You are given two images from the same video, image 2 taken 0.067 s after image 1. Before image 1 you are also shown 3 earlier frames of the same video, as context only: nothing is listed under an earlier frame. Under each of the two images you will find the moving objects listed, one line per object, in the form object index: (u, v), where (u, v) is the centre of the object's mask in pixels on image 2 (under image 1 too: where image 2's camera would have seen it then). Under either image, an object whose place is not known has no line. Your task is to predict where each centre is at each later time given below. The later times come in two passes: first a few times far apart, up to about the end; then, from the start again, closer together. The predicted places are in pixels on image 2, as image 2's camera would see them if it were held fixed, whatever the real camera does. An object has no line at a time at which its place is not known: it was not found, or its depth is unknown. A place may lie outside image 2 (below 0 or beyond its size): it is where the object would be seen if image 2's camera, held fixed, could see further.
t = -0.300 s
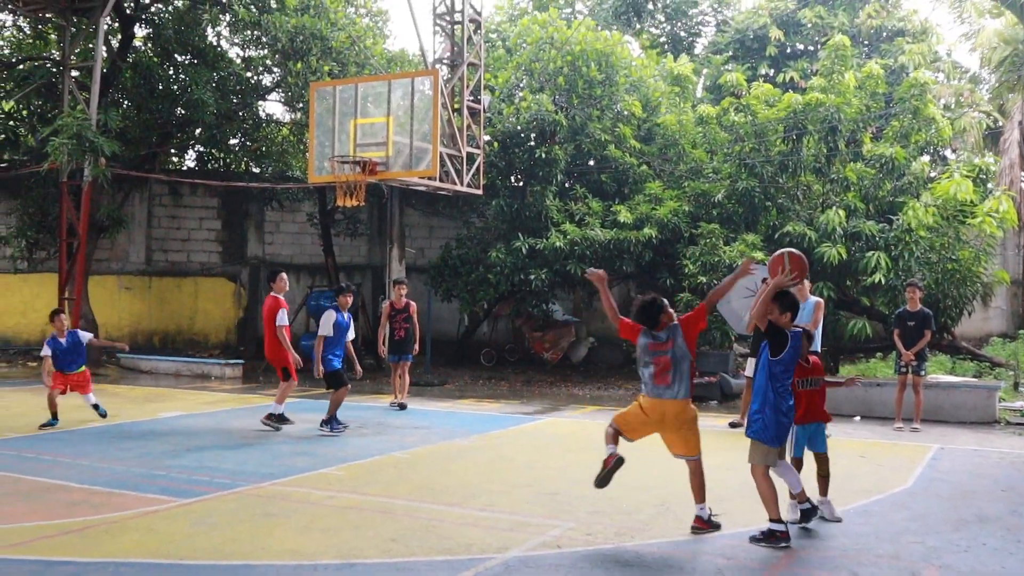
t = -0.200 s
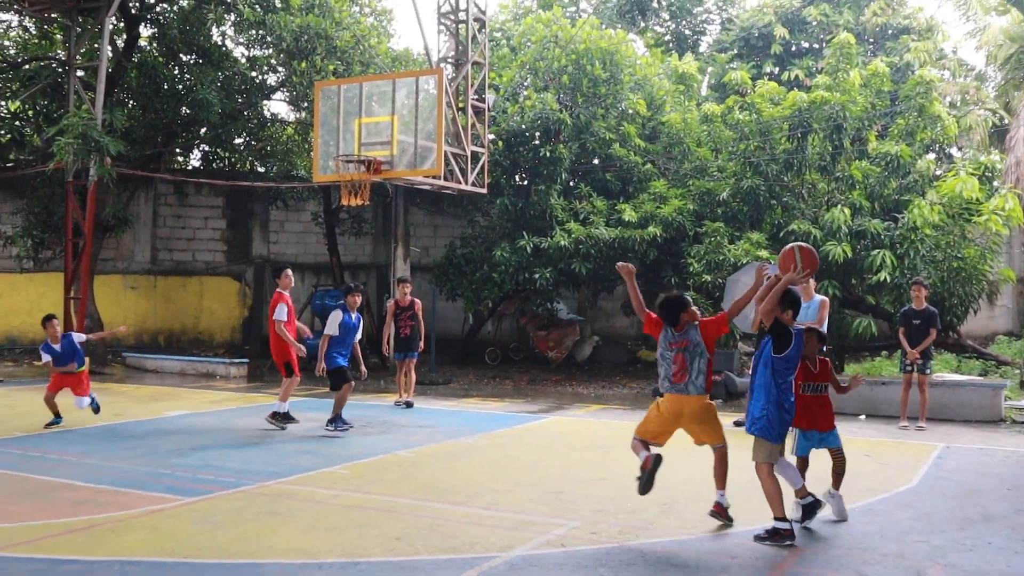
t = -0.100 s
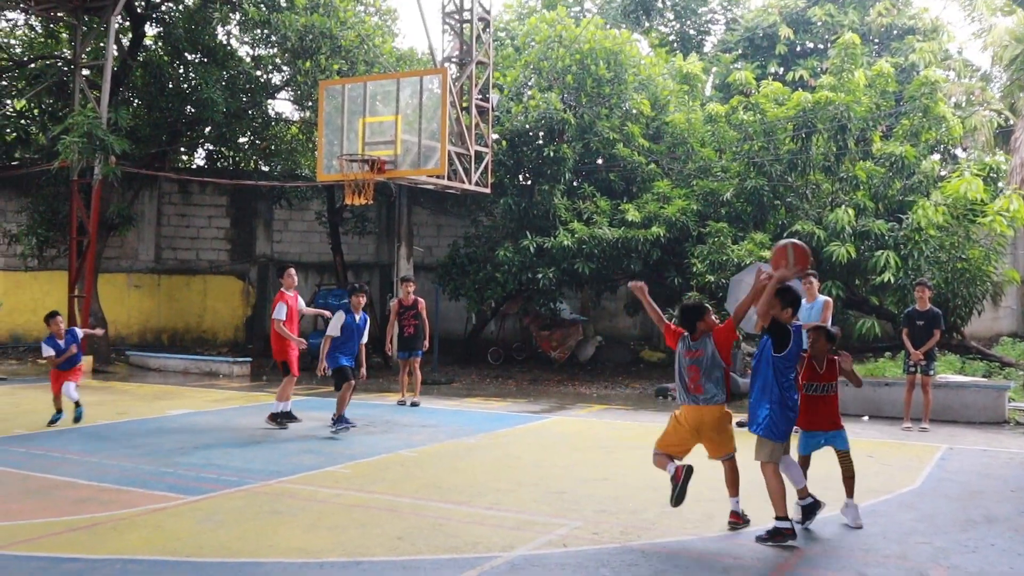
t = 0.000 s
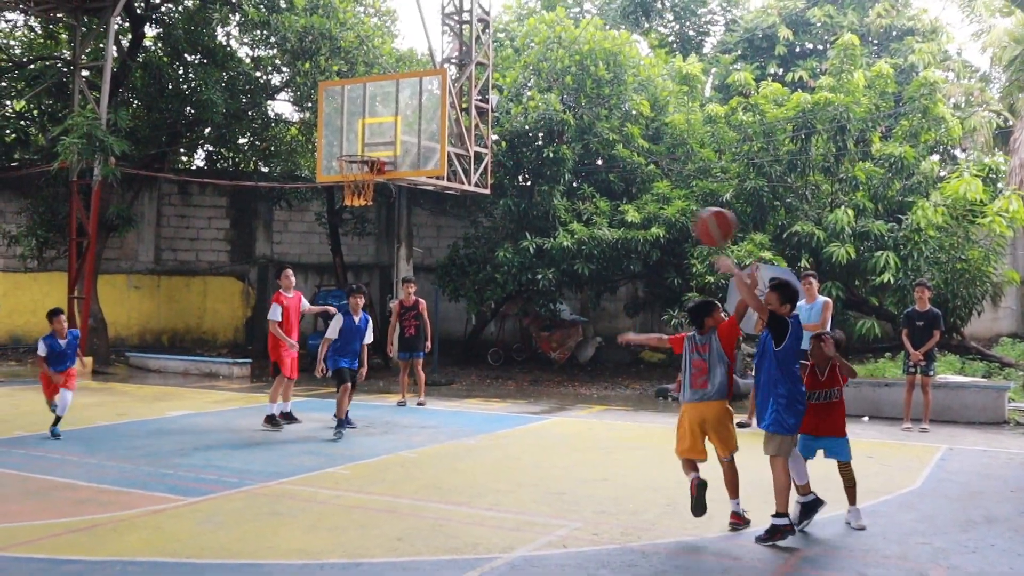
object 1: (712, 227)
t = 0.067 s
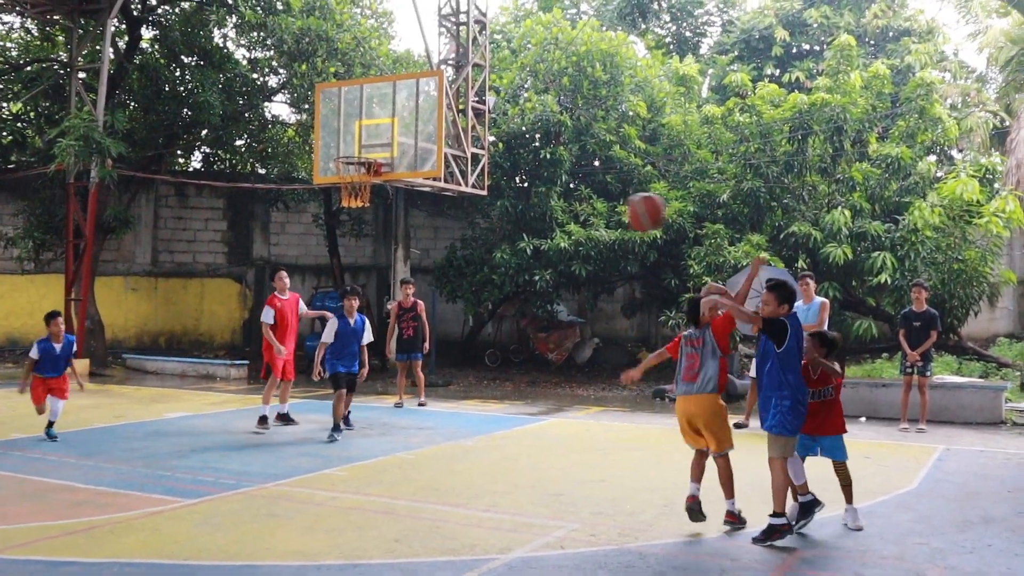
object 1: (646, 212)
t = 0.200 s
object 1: (514, 204)
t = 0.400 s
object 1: (324, 244)
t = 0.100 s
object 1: (612, 207)
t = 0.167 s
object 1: (546, 203)
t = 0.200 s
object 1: (514, 204)
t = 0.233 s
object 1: (482, 206)
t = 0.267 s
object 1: (449, 210)
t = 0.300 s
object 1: (418, 216)
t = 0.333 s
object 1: (386, 224)
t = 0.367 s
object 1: (354, 233)
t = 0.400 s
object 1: (324, 244)
